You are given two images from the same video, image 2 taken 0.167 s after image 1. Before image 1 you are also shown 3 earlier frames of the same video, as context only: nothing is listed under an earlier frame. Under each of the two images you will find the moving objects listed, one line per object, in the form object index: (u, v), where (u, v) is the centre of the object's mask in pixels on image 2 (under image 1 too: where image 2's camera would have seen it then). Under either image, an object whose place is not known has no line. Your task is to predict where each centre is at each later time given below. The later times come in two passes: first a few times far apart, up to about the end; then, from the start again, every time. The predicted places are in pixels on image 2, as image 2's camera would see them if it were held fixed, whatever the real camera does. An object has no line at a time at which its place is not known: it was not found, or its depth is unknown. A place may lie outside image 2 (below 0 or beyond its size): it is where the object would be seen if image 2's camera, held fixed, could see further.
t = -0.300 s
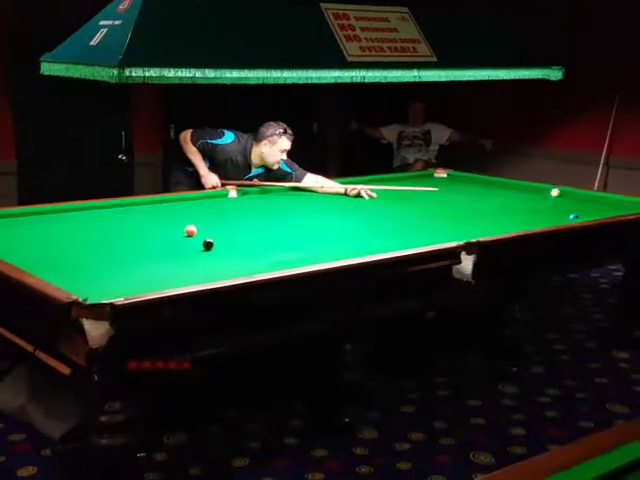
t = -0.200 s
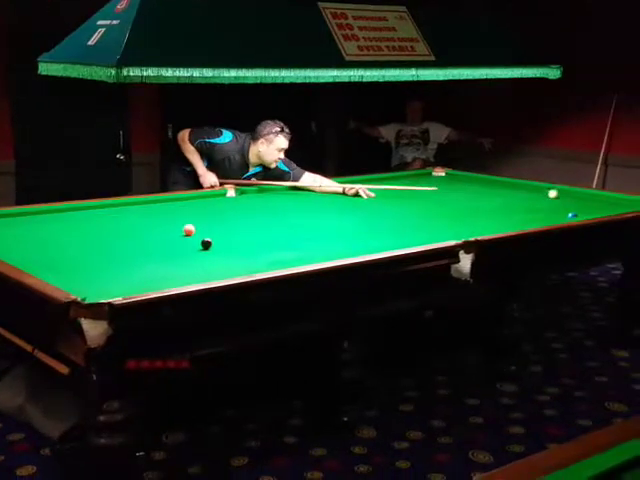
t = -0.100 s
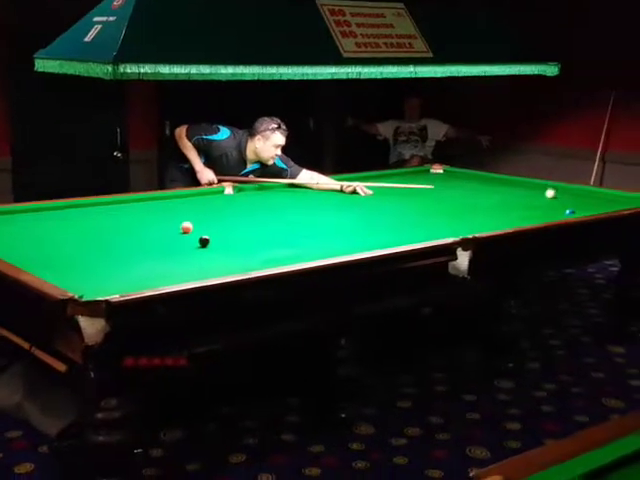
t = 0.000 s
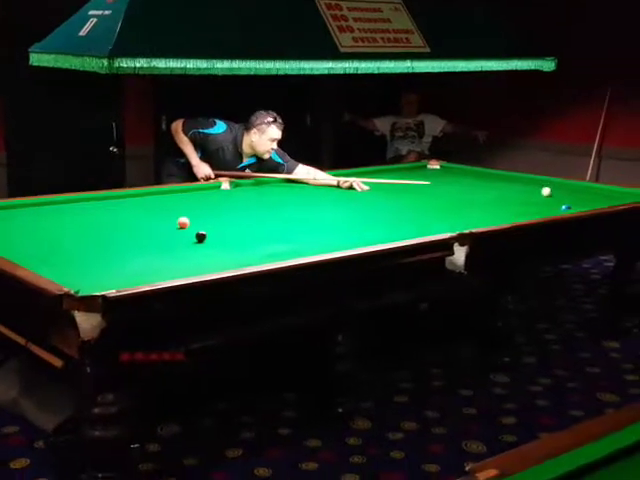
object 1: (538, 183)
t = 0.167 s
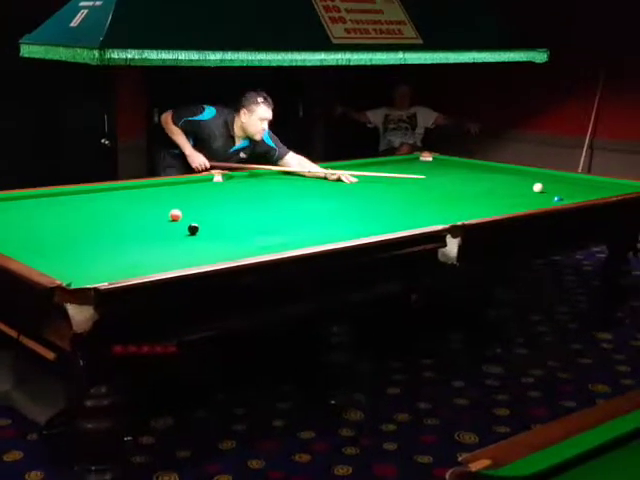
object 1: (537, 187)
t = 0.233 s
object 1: (537, 189)
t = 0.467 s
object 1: (536, 195)
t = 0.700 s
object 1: (534, 201)
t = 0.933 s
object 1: (516, 204)
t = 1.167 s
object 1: (485, 205)
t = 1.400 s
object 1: (456, 205)
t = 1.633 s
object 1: (427, 205)
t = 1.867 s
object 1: (401, 205)
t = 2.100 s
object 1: (375, 205)
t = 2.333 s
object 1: (350, 207)
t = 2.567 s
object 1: (325, 207)
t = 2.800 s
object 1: (301, 208)
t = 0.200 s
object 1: (538, 188)
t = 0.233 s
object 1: (537, 189)
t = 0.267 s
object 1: (537, 189)
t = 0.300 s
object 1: (537, 191)
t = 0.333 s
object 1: (536, 192)
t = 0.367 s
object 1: (536, 192)
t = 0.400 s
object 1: (536, 193)
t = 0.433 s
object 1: (536, 194)
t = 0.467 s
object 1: (536, 195)
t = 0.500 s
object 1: (536, 196)
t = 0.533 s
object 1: (535, 196)
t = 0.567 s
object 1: (535, 197)
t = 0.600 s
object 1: (535, 198)
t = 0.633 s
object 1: (534, 199)
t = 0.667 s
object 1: (534, 200)
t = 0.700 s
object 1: (534, 201)
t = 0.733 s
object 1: (534, 201)
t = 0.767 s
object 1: (534, 202)
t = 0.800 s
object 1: (533, 203)
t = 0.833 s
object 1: (529, 203)
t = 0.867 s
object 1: (525, 204)
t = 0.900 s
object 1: (520, 204)
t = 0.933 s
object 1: (516, 204)
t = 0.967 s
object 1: (511, 204)
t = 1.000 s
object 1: (506, 205)
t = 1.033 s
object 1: (502, 205)
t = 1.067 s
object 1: (498, 204)
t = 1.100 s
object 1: (494, 205)
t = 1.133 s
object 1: (490, 205)
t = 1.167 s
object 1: (485, 205)
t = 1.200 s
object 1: (481, 205)
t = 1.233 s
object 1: (477, 206)
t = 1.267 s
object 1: (473, 206)
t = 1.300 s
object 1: (469, 205)
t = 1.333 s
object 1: (465, 205)
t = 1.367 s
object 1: (460, 205)
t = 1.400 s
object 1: (456, 205)
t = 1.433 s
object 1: (452, 205)
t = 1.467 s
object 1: (448, 205)
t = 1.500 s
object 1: (444, 205)
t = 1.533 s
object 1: (440, 205)
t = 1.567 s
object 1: (435, 205)
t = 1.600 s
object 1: (432, 205)
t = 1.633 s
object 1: (427, 205)
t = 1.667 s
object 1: (424, 205)
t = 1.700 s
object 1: (420, 205)
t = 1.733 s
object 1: (417, 205)
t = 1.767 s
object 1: (412, 205)
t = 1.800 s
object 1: (408, 205)
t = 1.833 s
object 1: (405, 205)
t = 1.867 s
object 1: (401, 205)
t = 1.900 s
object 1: (397, 204)
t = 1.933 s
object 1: (394, 204)
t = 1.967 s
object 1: (390, 204)
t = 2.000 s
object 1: (386, 204)
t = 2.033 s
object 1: (382, 204)
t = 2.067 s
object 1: (378, 205)
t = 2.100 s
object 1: (375, 205)
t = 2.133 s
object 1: (371, 205)
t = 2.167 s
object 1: (368, 206)
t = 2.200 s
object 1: (364, 206)
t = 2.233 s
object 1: (360, 206)
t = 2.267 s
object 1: (357, 206)
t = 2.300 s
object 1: (353, 206)
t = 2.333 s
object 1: (350, 207)
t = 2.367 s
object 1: (347, 206)
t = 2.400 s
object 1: (343, 206)
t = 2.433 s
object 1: (339, 207)
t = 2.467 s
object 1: (336, 206)
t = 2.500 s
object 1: (332, 206)
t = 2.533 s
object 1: (329, 206)
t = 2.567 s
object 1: (325, 207)
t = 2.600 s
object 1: (322, 207)
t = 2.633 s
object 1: (318, 207)
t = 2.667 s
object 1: (315, 207)
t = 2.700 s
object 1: (312, 208)
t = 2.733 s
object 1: (307, 208)
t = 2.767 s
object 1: (304, 208)
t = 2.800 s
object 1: (301, 208)
